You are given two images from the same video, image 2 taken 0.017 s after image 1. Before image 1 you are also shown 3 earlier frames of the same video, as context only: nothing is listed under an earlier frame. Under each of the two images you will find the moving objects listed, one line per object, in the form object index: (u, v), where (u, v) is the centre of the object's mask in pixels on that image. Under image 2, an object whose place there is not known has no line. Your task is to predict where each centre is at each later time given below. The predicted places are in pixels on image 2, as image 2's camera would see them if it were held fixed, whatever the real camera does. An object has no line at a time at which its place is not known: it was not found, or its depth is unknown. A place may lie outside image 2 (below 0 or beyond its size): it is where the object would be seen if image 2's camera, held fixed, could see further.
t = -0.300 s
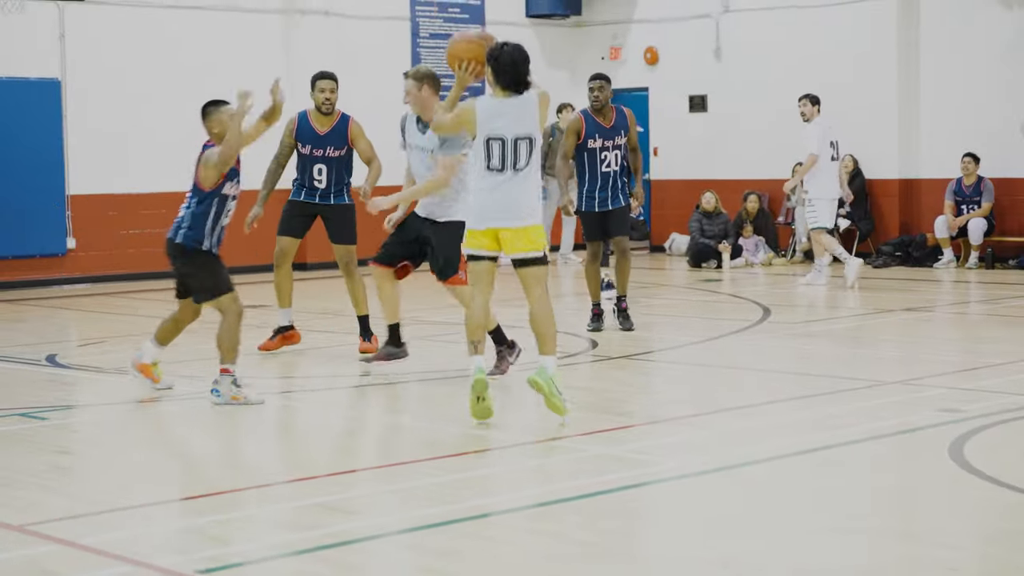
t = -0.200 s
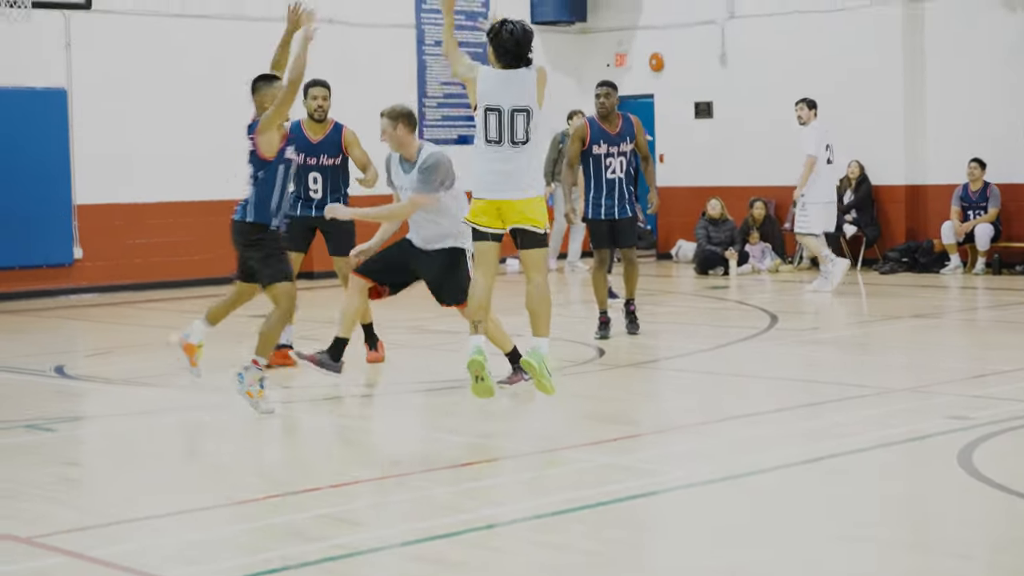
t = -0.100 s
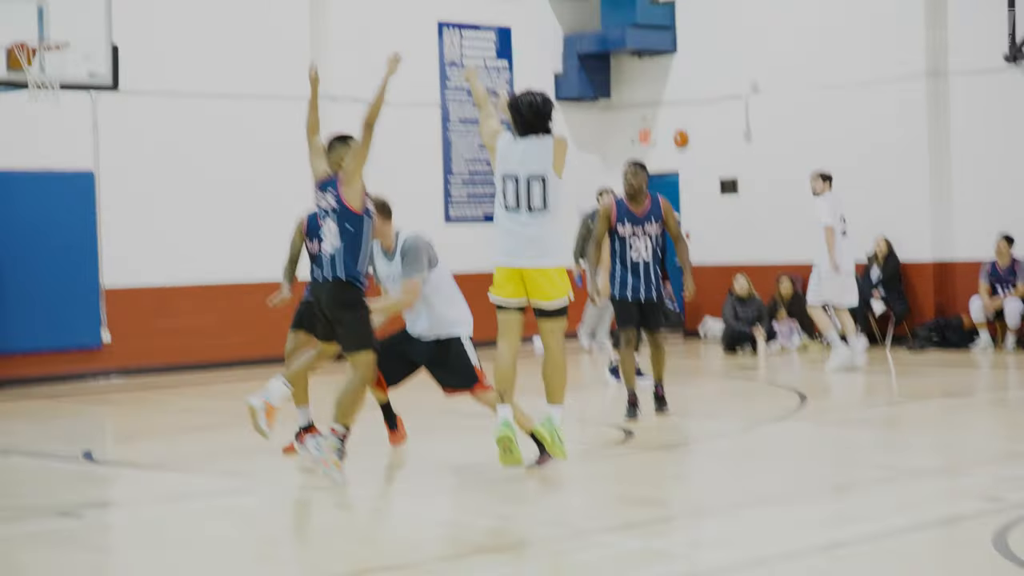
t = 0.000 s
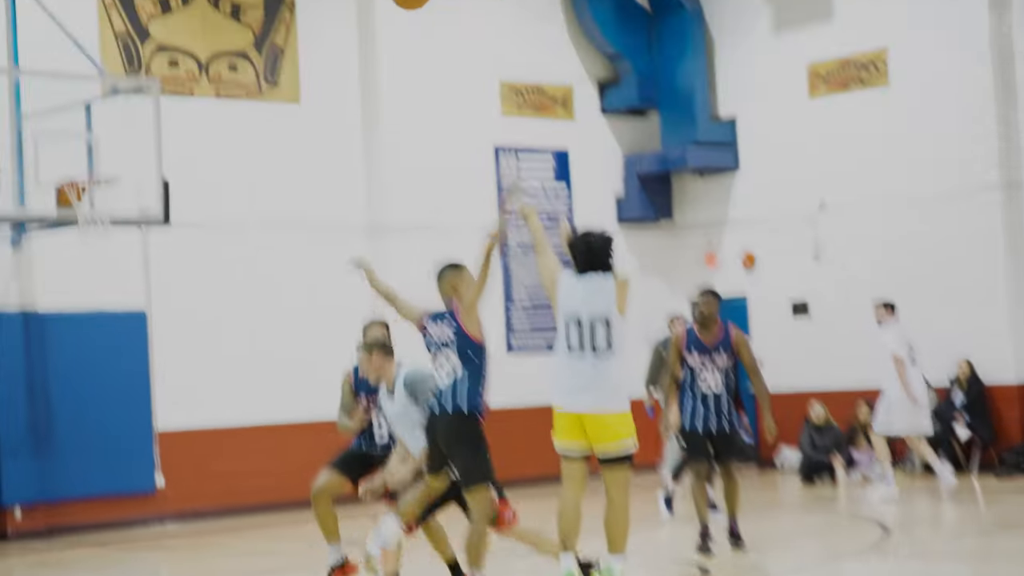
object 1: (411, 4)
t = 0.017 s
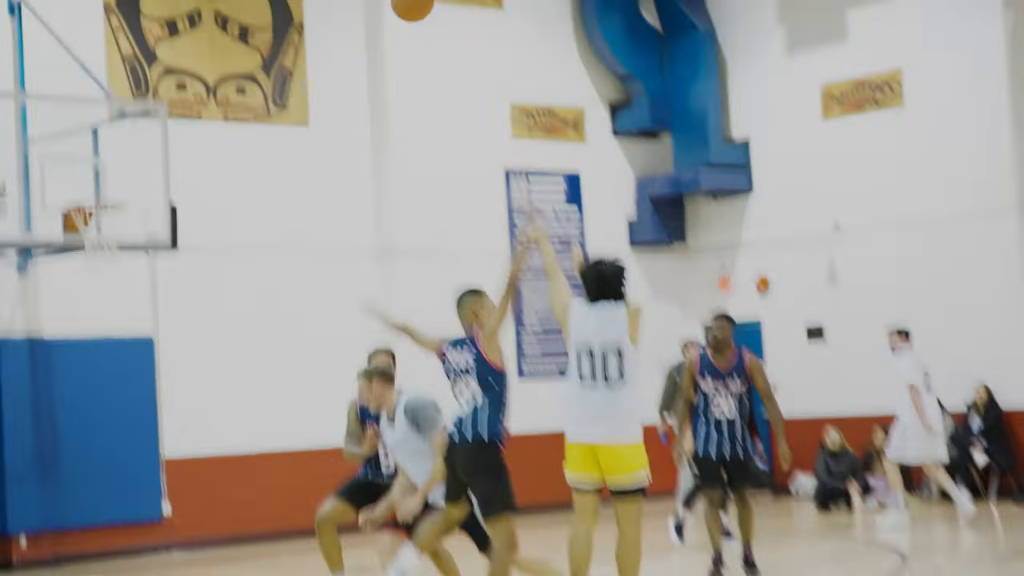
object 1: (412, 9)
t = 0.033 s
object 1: (406, -5)
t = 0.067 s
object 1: (390, -22)
